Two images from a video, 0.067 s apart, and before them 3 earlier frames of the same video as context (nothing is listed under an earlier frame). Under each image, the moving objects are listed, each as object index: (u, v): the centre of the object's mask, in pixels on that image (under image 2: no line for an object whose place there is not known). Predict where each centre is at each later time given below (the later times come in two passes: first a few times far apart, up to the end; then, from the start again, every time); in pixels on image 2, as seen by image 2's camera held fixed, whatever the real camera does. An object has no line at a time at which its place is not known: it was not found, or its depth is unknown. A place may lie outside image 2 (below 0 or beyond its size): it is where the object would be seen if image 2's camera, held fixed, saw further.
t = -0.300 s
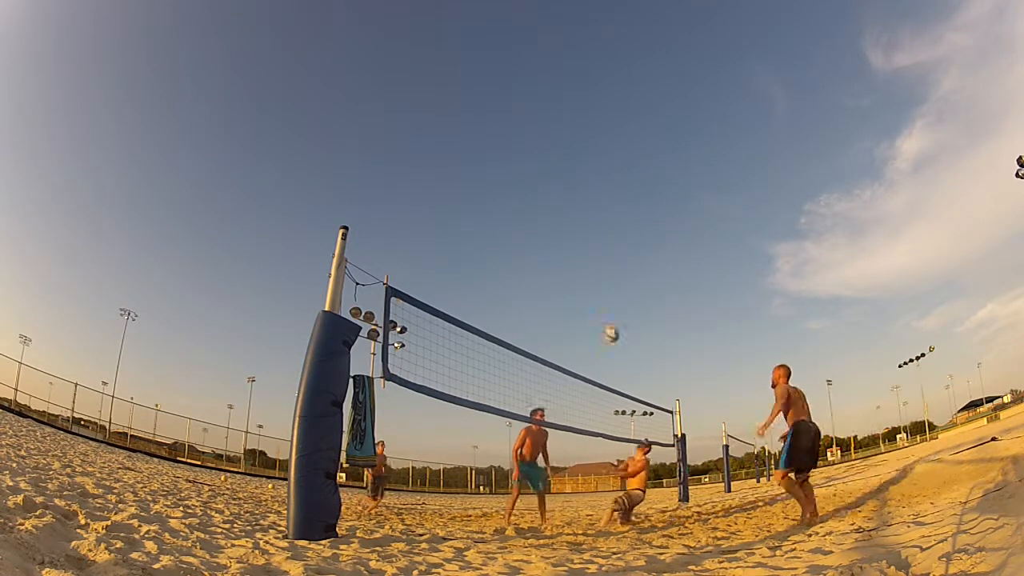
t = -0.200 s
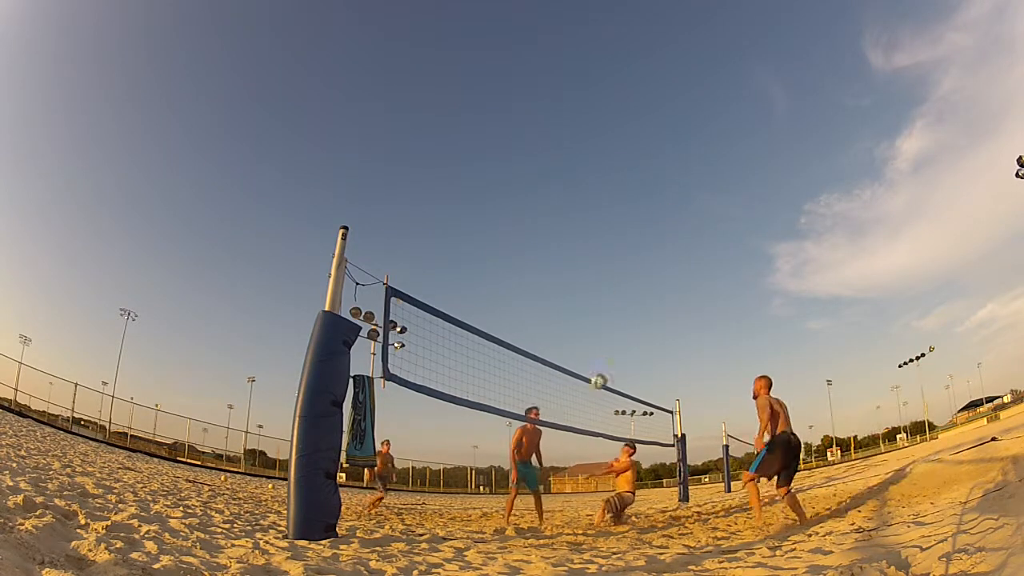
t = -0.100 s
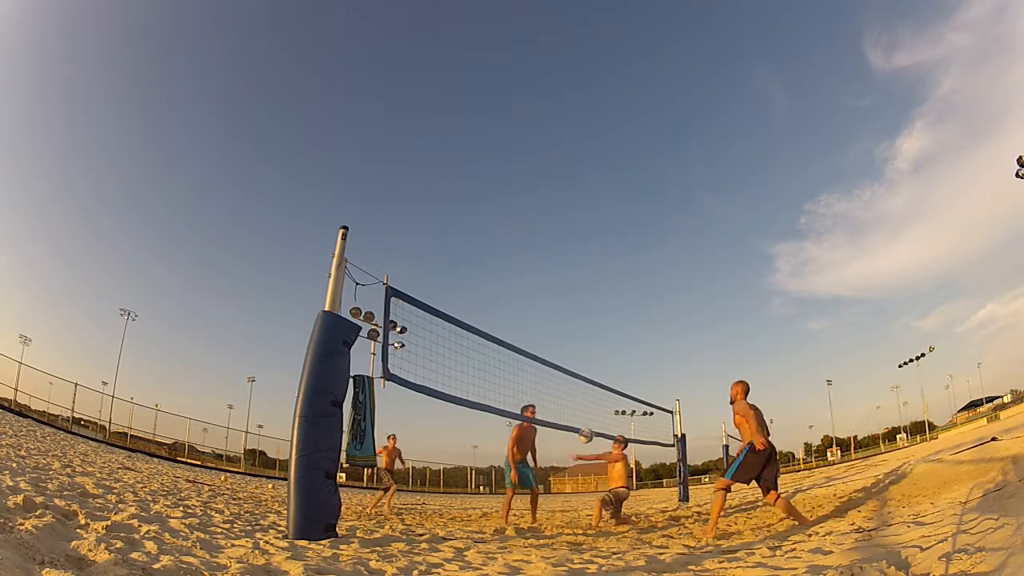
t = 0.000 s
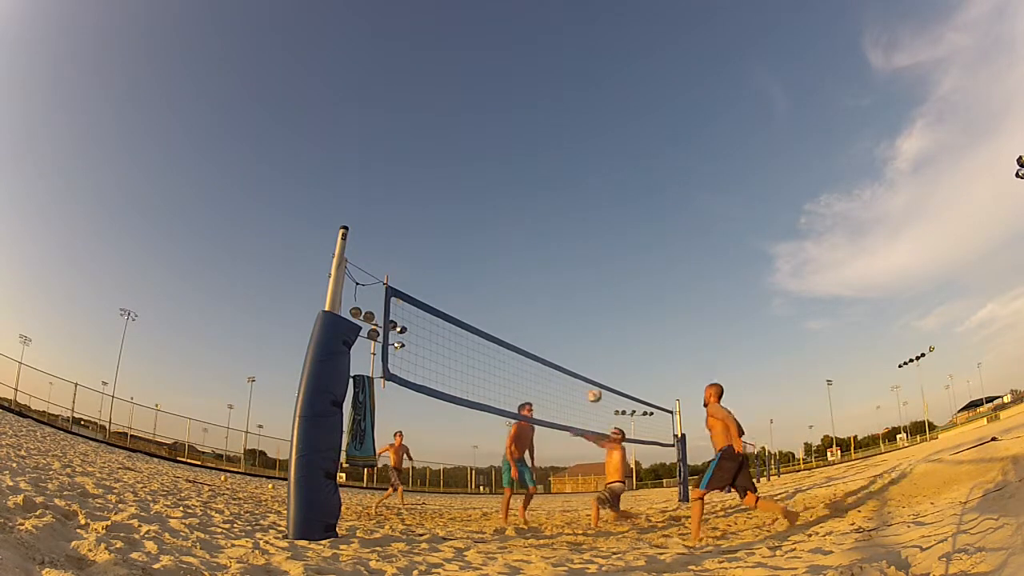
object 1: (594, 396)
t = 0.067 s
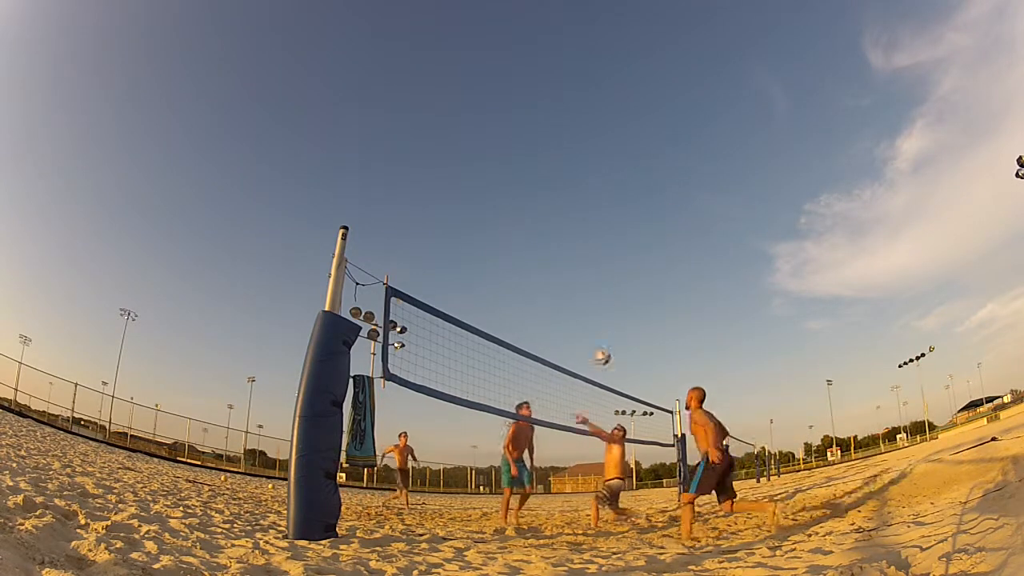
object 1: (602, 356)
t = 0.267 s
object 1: (625, 268)
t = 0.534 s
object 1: (654, 199)
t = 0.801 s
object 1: (683, 175)
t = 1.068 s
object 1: (718, 185)
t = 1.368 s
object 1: (768, 243)
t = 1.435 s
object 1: (781, 263)
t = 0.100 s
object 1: (607, 340)
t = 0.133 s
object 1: (610, 323)
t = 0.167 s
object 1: (615, 309)
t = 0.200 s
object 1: (619, 294)
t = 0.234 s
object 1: (622, 281)
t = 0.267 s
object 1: (625, 268)
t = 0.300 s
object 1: (629, 256)
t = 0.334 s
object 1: (632, 246)
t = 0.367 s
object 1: (636, 236)
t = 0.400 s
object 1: (640, 227)
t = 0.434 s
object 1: (643, 218)
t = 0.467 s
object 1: (646, 212)
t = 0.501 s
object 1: (650, 205)
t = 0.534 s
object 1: (654, 199)
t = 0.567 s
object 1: (657, 194)
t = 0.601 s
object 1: (660, 189)
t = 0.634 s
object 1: (664, 186)
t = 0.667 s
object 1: (668, 183)
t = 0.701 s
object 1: (672, 180)
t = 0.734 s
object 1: (675, 177)
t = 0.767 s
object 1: (679, 176)
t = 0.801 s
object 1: (683, 175)
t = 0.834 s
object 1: (687, 174)
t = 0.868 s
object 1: (691, 174)
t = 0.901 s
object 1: (695, 175)
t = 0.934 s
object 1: (700, 176)
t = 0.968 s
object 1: (704, 178)
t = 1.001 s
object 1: (709, 180)
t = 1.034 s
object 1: (713, 182)
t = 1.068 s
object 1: (718, 185)
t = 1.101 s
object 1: (723, 190)
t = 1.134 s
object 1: (728, 194)
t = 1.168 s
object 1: (734, 199)
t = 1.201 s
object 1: (739, 204)
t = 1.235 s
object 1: (744, 211)
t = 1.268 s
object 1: (750, 217)
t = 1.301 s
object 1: (756, 224)
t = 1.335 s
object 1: (762, 234)
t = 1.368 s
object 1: (768, 243)
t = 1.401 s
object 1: (774, 251)
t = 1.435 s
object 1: (781, 263)
